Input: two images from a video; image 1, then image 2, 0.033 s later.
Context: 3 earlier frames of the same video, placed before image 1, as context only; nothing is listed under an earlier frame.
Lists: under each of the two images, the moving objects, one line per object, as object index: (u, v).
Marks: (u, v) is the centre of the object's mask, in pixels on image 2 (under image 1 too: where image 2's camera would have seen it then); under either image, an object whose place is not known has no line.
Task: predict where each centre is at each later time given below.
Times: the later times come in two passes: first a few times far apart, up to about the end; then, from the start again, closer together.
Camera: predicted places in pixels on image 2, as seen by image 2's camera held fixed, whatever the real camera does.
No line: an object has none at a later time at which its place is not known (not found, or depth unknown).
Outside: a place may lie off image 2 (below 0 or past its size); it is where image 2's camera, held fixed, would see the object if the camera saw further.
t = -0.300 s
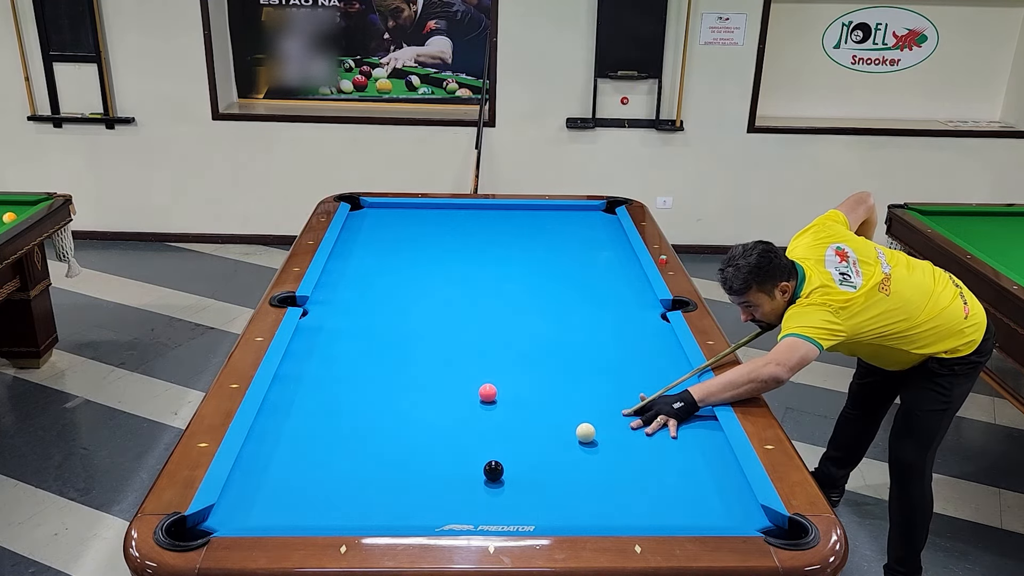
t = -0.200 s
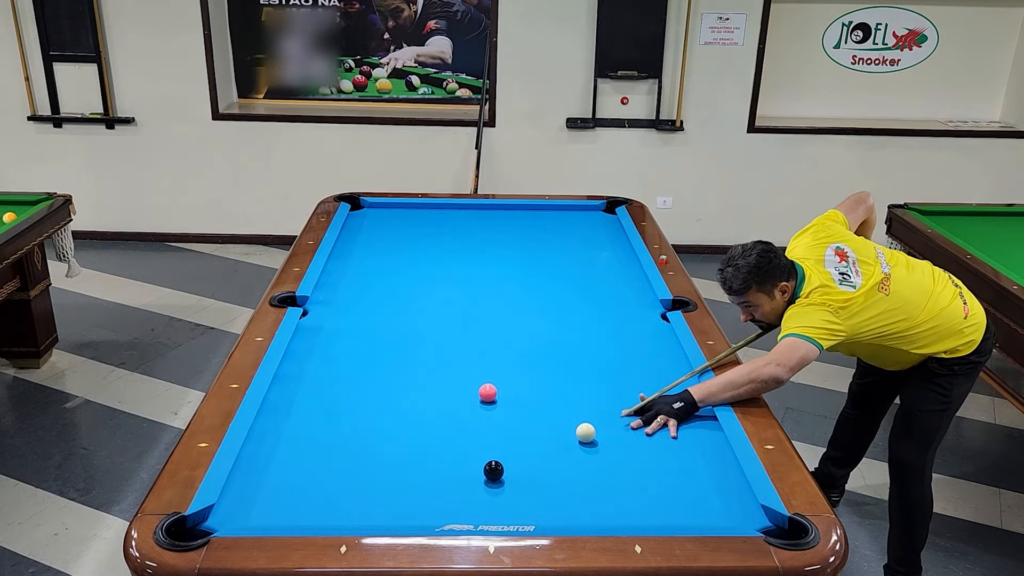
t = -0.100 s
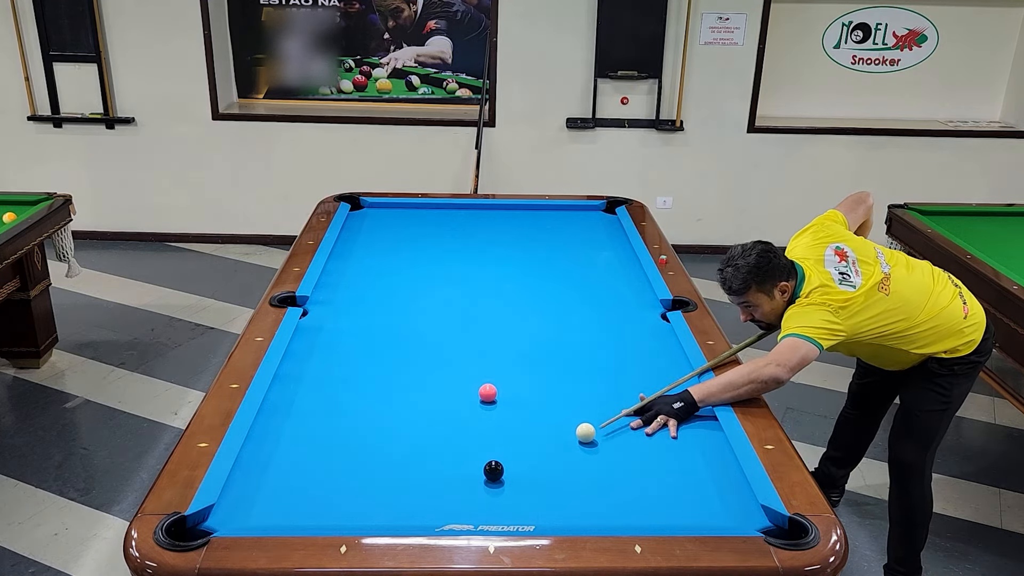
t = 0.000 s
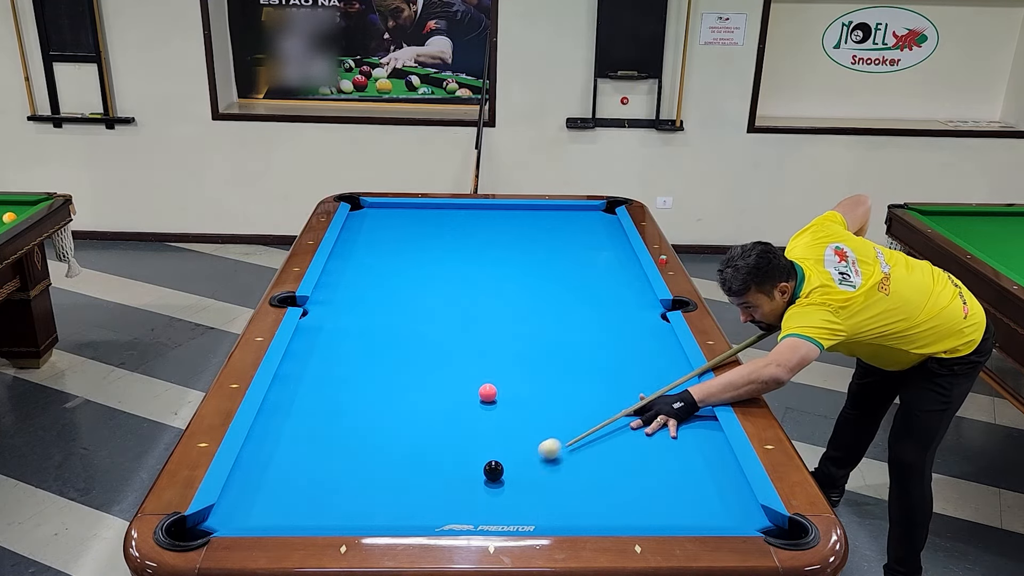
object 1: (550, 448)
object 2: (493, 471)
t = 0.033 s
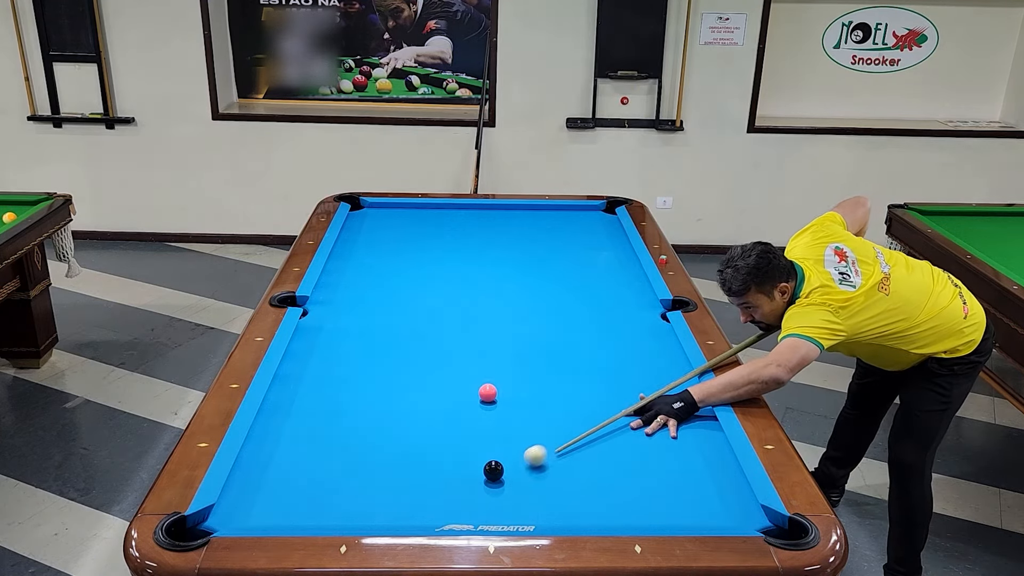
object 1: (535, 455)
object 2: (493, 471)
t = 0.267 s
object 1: (514, 485)
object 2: (431, 481)
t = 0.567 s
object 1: (514, 514)
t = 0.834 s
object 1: (523, 512)
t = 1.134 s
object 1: (534, 499)
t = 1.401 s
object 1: (541, 490)
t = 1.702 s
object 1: (548, 481)
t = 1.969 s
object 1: (551, 475)
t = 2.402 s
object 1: (561, 465)
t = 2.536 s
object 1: (557, 467)
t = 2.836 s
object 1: (558, 466)
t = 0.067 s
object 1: (522, 462)
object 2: (493, 471)
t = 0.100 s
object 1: (513, 468)
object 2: (489, 471)
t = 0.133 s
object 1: (514, 471)
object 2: (475, 474)
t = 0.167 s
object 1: (514, 474)
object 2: (463, 476)
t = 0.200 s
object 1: (514, 478)
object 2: (451, 478)
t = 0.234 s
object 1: (514, 481)
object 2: (441, 480)
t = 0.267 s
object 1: (514, 485)
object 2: (431, 481)
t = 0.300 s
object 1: (514, 488)
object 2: (421, 483)
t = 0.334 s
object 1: (514, 492)
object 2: (411, 485)
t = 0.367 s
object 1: (514, 495)
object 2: (401, 487)
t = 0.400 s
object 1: (514, 499)
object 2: (390, 489)
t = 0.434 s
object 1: (514, 502)
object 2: (380, 491)
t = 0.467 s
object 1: (514, 505)
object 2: (370, 492)
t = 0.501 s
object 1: (514, 509)
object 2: (360, 494)
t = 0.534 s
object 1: (514, 512)
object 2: (349, 496)
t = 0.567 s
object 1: (514, 514)
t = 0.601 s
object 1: (514, 516)
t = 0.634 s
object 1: (514, 518)
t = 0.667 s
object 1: (516, 517)
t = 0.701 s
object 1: (517, 516)
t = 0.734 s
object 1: (518, 515)
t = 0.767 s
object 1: (520, 514)
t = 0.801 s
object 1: (521, 513)
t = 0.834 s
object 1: (523, 512)
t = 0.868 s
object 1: (524, 511)
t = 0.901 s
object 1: (525, 509)
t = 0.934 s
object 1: (527, 508)
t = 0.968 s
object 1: (528, 506)
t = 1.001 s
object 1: (529, 505)
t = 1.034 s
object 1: (530, 503)
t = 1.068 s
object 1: (531, 502)
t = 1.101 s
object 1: (532, 501)
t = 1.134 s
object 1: (534, 499)
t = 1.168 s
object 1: (535, 498)
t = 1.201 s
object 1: (536, 497)
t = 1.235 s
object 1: (537, 496)
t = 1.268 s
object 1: (538, 494)
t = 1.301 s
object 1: (539, 493)
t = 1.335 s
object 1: (540, 492)
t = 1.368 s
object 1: (541, 491)
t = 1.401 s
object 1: (541, 490)
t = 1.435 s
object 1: (542, 489)
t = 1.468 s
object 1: (543, 488)
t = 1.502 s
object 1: (544, 487)
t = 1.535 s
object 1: (545, 486)
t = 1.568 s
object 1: (546, 485)
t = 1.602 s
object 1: (546, 484)
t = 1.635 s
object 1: (547, 483)
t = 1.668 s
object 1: (548, 482)
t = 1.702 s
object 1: (548, 481)
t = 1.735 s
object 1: (549, 480)
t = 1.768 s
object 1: (549, 479)
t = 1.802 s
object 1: (550, 478)
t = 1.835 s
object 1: (550, 478)
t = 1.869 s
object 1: (551, 477)
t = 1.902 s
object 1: (551, 476)
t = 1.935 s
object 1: (551, 475)
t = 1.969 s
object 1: (551, 475)
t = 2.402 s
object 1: (561, 465)
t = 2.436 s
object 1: (556, 468)
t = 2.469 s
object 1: (557, 468)
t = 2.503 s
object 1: (557, 467)
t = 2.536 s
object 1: (557, 467)
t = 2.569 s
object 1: (558, 467)
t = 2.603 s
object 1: (558, 467)
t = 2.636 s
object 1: (558, 467)
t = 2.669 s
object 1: (558, 466)
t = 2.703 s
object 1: (558, 466)
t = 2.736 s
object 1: (558, 466)
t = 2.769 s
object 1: (558, 466)
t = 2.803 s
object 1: (558, 466)
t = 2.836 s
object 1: (558, 466)
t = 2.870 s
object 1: (558, 466)
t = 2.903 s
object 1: (558, 466)
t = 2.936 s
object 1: (558, 466)
